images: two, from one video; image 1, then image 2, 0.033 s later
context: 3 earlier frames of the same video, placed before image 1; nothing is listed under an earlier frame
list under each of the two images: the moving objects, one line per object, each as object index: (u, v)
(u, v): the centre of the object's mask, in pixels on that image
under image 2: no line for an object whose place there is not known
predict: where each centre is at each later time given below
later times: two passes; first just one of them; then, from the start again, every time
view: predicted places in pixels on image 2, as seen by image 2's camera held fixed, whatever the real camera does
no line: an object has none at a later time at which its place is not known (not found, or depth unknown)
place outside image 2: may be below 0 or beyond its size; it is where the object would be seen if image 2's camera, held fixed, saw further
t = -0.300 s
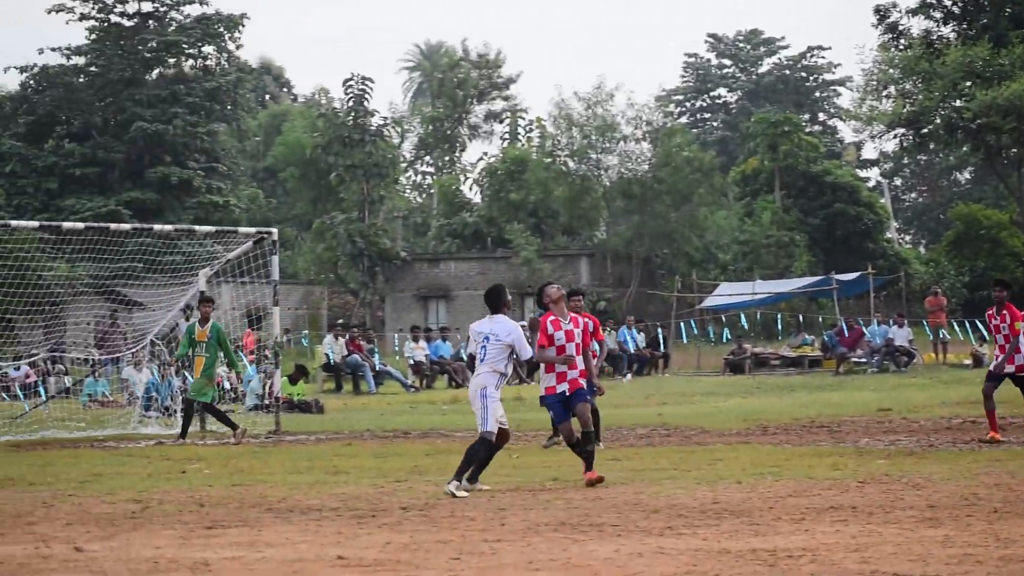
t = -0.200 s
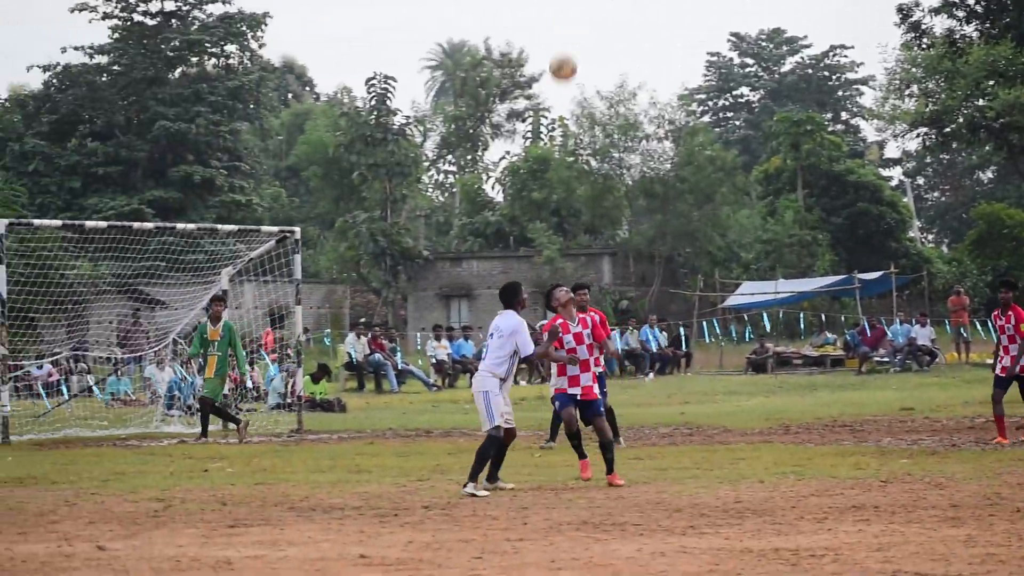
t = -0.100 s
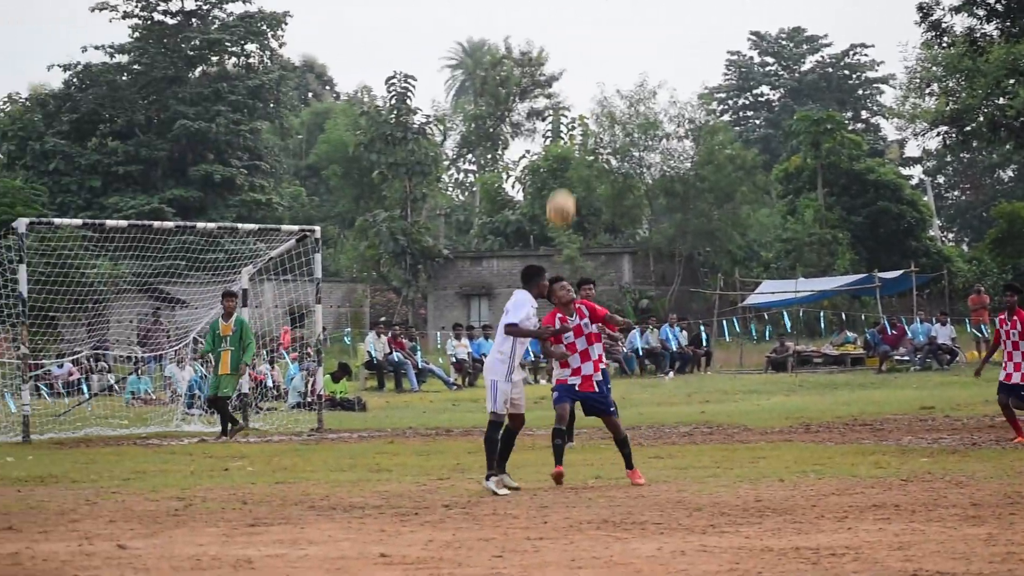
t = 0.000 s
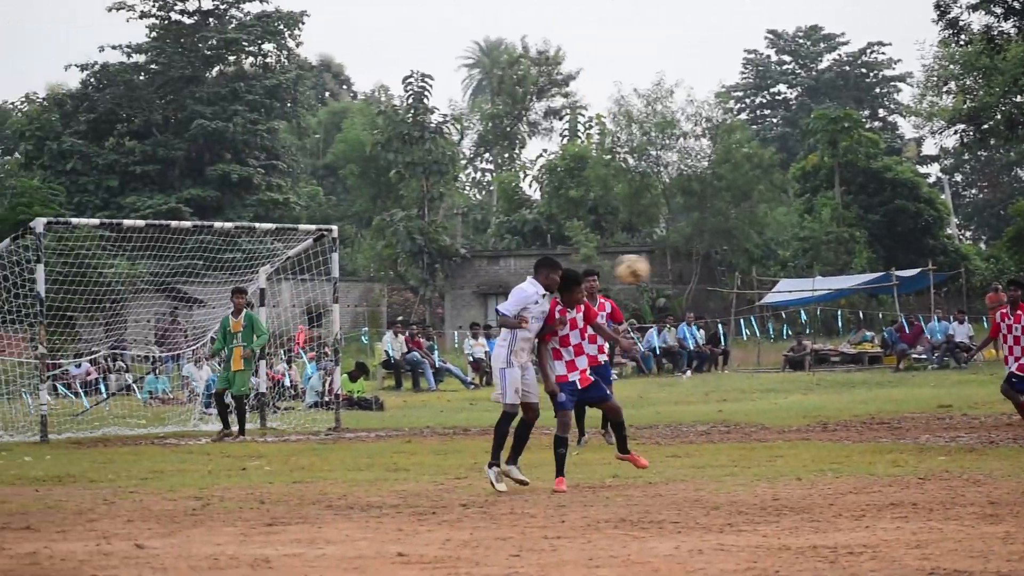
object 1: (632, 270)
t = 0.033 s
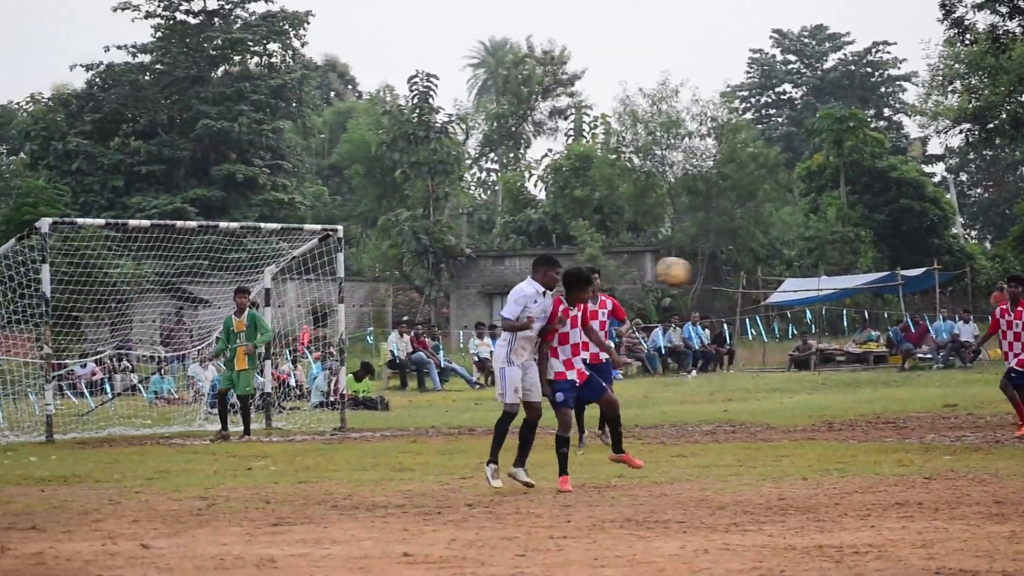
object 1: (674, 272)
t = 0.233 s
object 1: (883, 323)
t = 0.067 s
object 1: (710, 277)
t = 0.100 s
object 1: (743, 284)
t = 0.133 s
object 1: (778, 291)
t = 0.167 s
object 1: (814, 300)
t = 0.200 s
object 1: (848, 310)
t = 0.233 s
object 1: (883, 323)
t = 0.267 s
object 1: (917, 336)
